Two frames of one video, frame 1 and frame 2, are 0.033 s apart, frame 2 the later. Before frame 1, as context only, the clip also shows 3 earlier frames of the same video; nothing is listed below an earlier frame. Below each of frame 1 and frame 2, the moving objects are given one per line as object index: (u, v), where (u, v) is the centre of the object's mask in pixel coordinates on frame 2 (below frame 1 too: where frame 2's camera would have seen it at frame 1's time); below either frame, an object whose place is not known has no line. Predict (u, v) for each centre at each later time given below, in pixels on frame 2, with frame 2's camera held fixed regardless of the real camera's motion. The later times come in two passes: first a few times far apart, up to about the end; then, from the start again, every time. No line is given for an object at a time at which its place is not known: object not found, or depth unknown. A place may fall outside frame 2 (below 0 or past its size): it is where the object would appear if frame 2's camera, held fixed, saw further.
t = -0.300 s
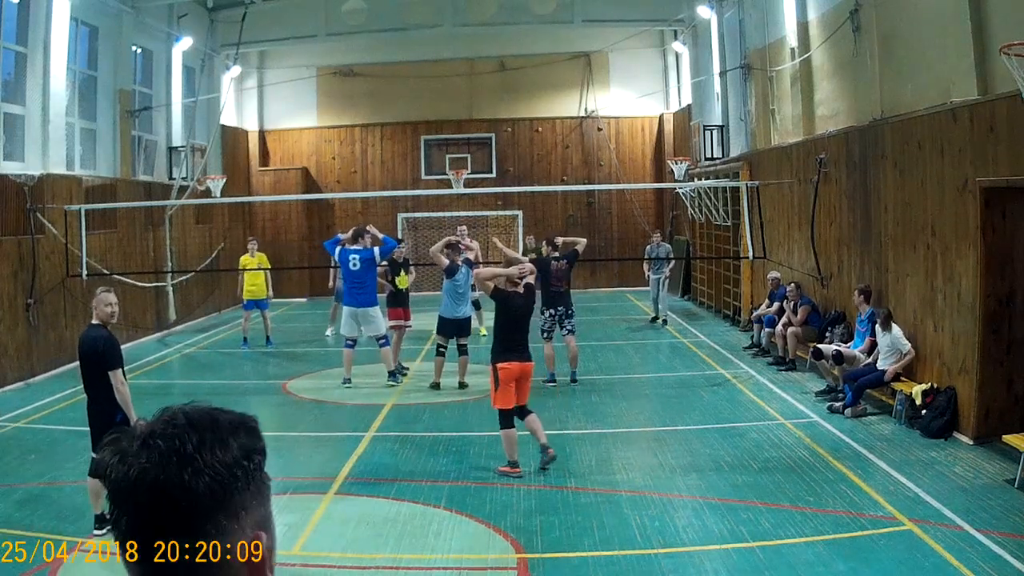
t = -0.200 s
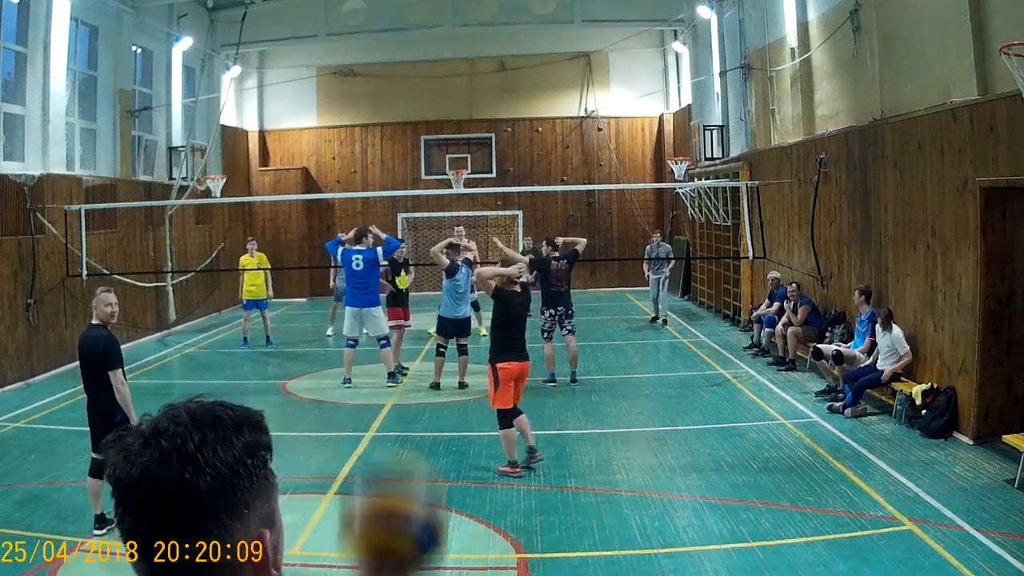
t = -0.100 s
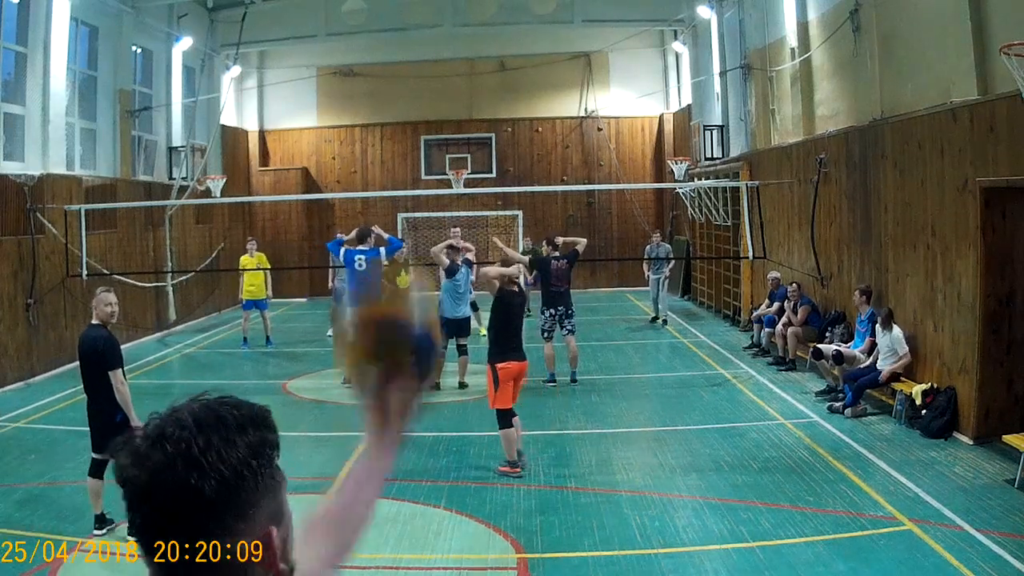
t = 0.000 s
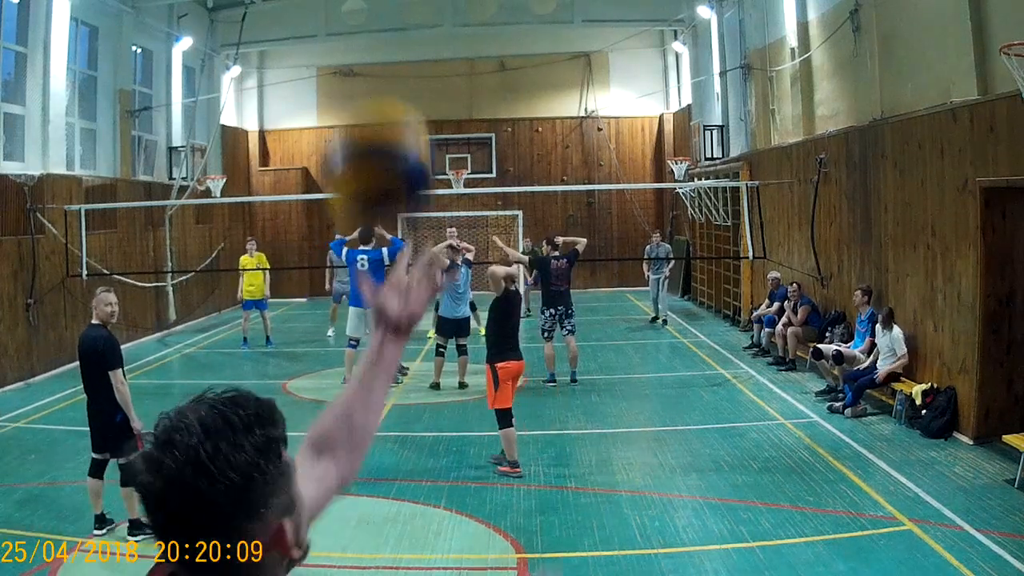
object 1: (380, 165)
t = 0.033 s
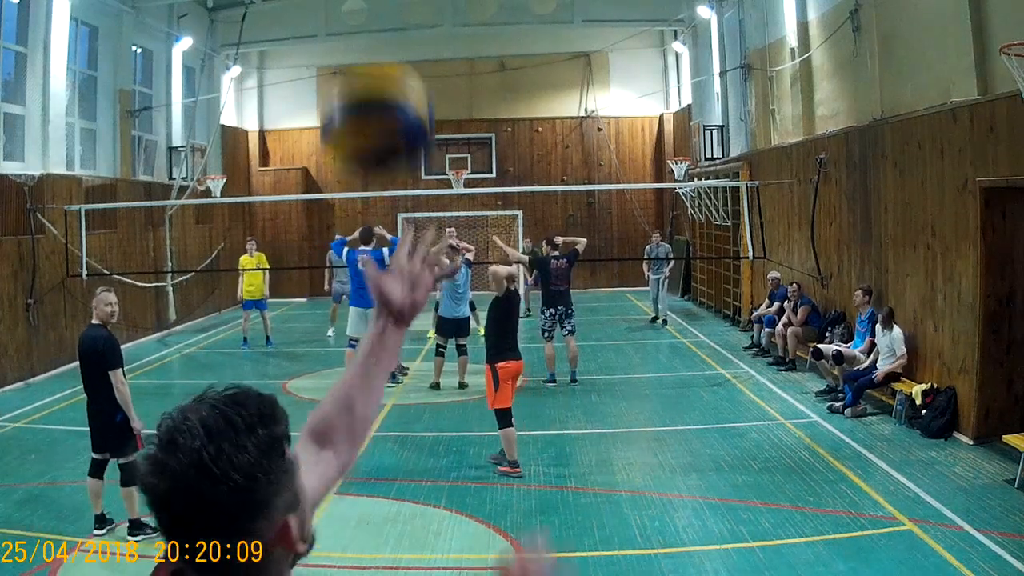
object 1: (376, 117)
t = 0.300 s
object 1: (367, 19)
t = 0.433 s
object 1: (365, 52)
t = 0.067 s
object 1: (378, 85)
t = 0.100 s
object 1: (375, 55)
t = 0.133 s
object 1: (372, 39)
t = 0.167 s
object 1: (371, 28)
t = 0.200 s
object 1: (369, 22)
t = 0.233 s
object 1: (369, 19)
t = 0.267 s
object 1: (367, 17)
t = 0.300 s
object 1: (367, 19)
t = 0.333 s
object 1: (366, 22)
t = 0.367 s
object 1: (365, 27)
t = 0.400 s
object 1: (364, 37)
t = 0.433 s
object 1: (365, 52)
